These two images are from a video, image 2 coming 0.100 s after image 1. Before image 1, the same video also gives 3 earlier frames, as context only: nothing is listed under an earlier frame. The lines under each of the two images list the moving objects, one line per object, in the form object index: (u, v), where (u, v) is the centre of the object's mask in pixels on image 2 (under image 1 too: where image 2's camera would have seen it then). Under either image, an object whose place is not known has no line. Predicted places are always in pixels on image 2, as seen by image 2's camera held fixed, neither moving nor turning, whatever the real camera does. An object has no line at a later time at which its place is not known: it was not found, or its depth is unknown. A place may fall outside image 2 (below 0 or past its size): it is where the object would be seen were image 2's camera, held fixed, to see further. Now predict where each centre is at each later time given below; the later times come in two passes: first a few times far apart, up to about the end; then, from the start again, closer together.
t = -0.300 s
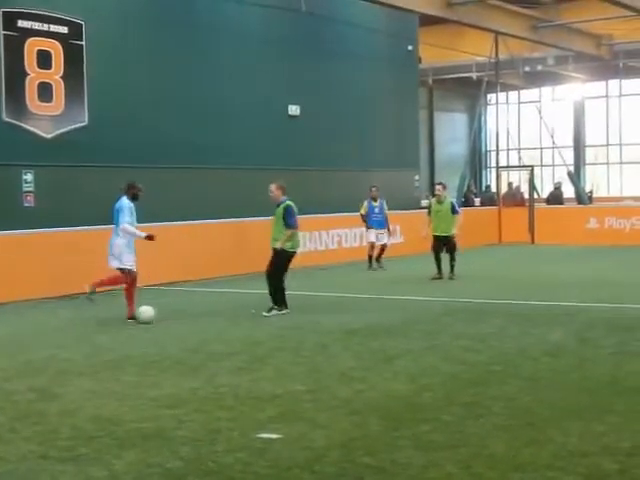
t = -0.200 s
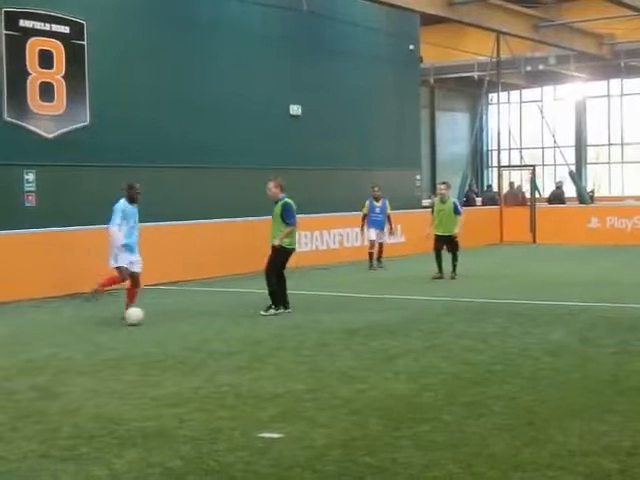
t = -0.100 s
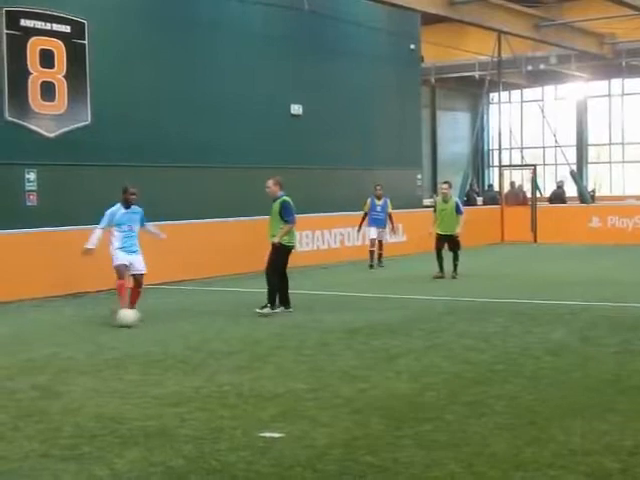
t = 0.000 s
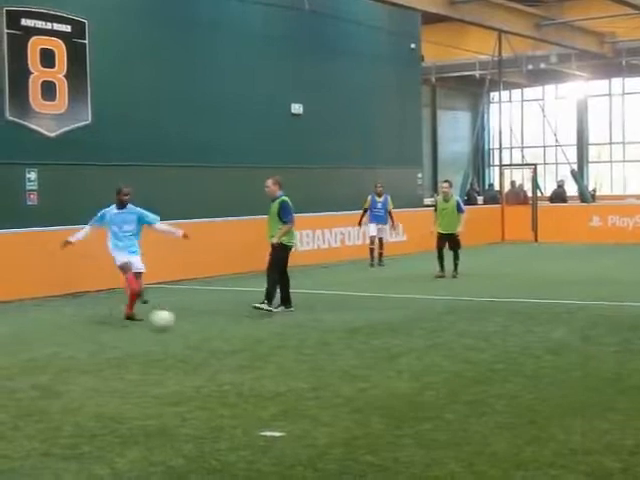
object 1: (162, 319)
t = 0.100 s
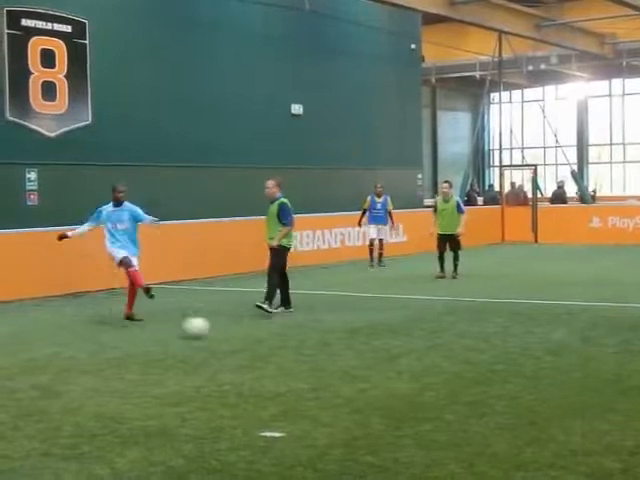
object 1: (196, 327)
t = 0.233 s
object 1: (239, 333)
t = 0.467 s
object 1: (312, 346)
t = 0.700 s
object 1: (398, 361)
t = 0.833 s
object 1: (453, 369)
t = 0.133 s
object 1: (206, 328)
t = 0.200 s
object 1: (228, 331)
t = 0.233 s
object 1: (239, 333)
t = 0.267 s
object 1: (249, 335)
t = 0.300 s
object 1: (259, 337)
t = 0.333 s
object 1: (270, 339)
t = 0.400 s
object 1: (291, 342)
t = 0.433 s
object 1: (301, 344)
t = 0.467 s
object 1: (312, 346)
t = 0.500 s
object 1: (324, 349)
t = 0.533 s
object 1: (336, 350)
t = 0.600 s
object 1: (360, 354)
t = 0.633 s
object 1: (372, 357)
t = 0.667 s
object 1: (385, 359)
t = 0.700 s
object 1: (398, 361)
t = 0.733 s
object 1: (411, 363)
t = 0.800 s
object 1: (438, 366)
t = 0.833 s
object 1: (453, 369)
